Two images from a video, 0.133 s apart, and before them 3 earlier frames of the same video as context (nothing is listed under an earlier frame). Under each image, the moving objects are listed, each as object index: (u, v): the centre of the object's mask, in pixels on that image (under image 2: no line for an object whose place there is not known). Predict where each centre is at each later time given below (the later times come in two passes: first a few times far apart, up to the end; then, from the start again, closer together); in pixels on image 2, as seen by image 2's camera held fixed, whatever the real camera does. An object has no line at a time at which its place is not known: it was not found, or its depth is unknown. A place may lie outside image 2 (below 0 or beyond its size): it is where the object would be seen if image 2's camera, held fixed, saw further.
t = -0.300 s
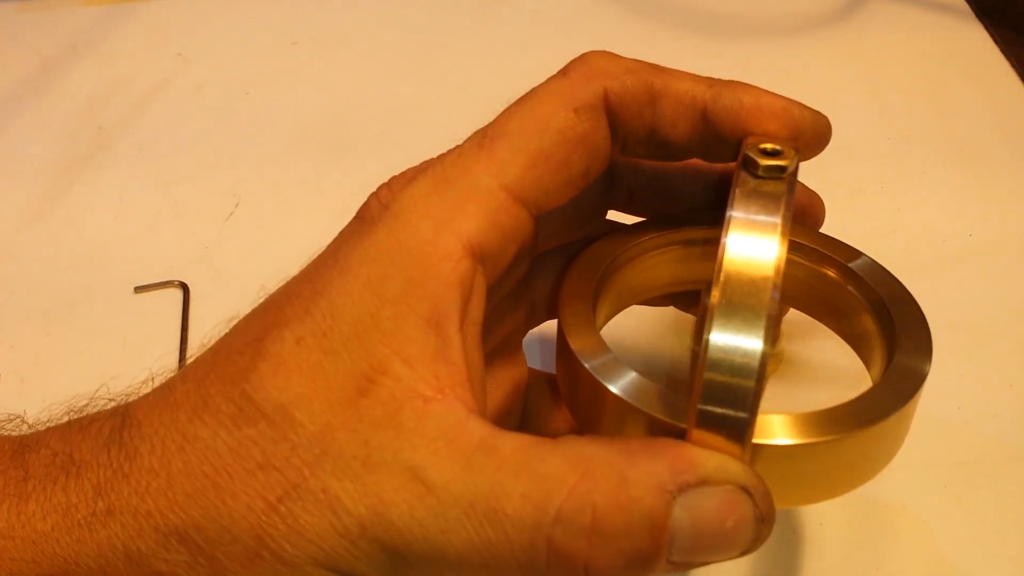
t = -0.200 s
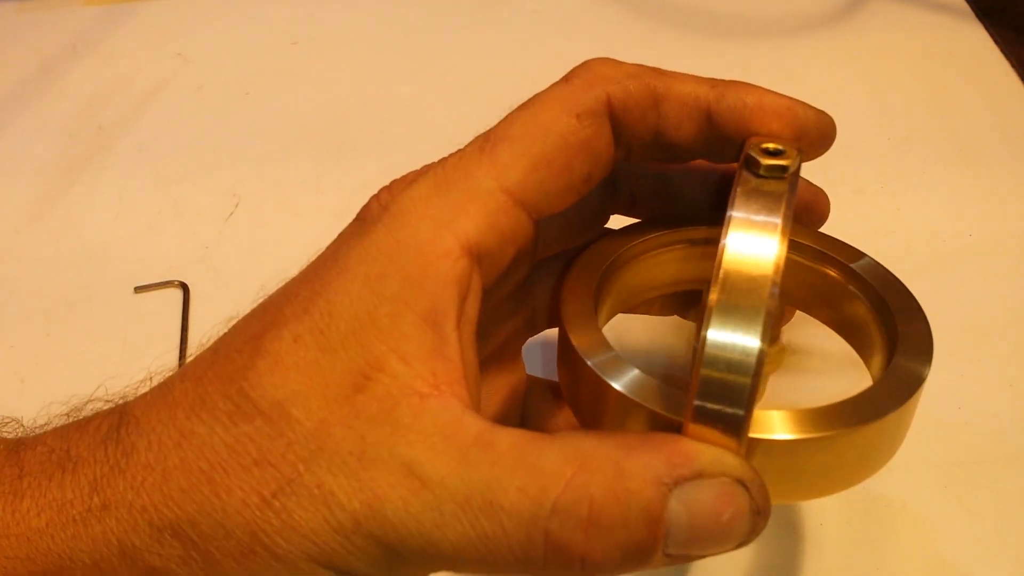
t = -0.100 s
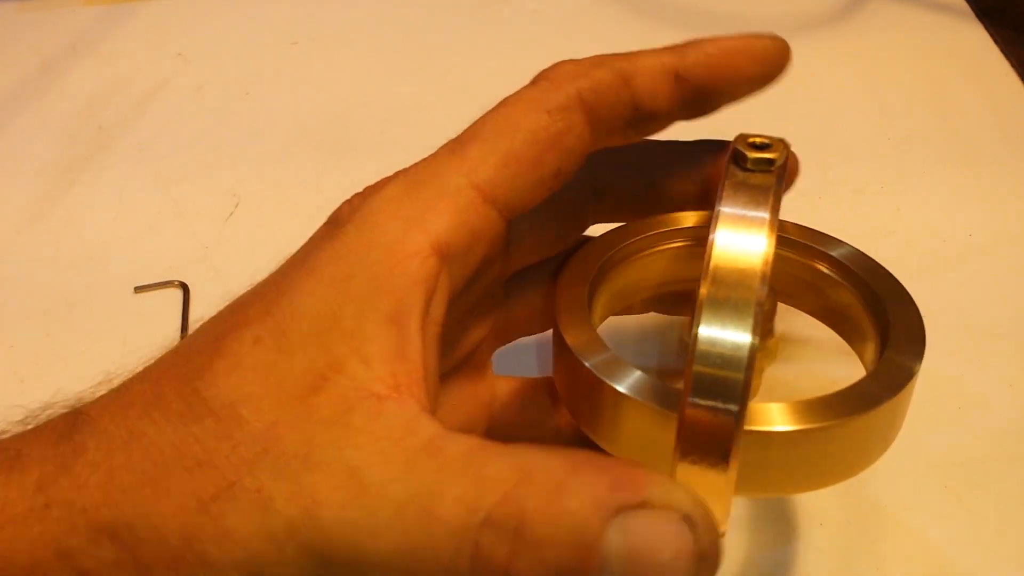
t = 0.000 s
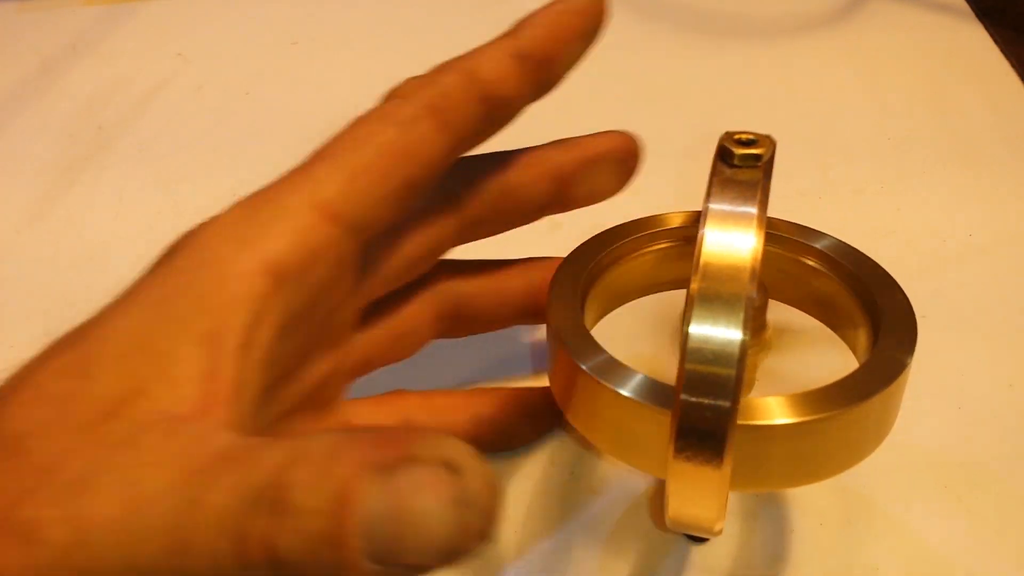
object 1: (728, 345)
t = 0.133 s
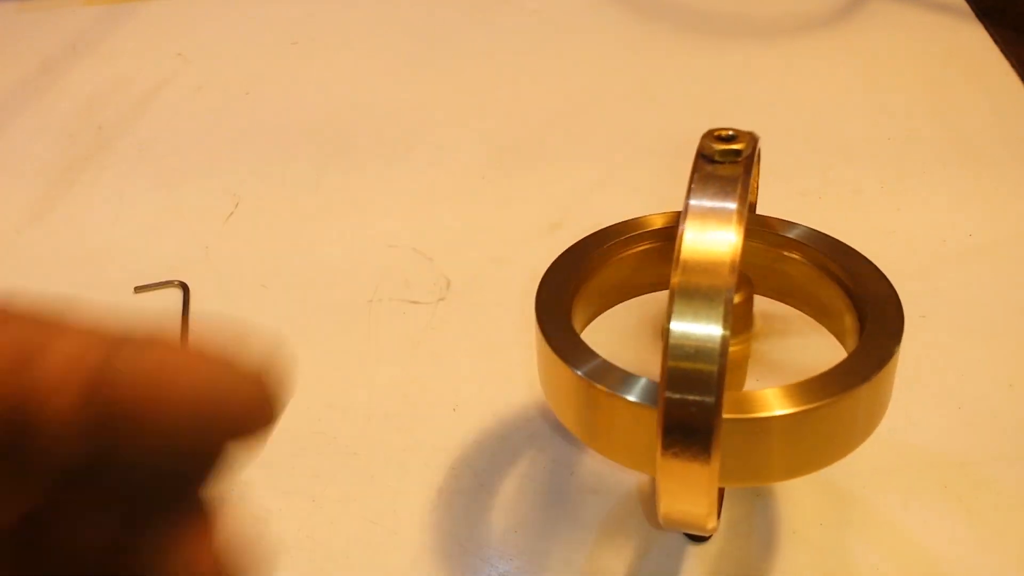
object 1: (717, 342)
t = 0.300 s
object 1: (705, 341)
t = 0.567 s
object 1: (686, 346)
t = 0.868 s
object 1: (668, 358)
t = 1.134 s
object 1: (662, 375)
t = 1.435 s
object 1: (669, 393)
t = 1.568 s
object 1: (677, 400)
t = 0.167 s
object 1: (714, 342)
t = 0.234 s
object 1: (709, 341)
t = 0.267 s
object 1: (706, 342)
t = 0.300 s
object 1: (705, 341)
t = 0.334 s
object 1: (702, 341)
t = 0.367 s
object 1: (699, 342)
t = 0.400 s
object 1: (698, 342)
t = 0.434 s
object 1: (694, 342)
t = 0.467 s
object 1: (692, 344)
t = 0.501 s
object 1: (690, 343)
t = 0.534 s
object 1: (687, 345)
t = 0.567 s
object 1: (686, 346)
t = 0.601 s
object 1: (683, 347)
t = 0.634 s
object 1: (681, 348)
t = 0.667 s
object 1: (679, 349)
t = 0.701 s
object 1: (677, 350)
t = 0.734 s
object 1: (675, 352)
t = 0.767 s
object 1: (673, 353)
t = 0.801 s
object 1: (672, 354)
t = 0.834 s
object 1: (670, 356)
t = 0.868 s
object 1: (668, 358)
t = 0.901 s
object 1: (667, 360)
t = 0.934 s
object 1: (666, 362)
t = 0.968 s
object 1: (665, 364)
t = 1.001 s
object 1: (664, 366)
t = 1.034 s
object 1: (664, 369)
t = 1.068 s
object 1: (663, 371)
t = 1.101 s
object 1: (663, 373)
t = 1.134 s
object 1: (662, 375)
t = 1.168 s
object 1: (662, 377)
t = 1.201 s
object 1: (663, 379)
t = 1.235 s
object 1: (662, 381)
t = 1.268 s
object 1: (663, 383)
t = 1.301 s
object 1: (664, 385)
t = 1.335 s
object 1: (665, 387)
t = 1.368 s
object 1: (666, 389)
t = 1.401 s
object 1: (667, 392)
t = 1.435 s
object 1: (669, 393)
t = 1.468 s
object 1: (671, 395)
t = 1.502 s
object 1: (673, 397)
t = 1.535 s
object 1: (675, 398)
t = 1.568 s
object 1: (677, 400)
